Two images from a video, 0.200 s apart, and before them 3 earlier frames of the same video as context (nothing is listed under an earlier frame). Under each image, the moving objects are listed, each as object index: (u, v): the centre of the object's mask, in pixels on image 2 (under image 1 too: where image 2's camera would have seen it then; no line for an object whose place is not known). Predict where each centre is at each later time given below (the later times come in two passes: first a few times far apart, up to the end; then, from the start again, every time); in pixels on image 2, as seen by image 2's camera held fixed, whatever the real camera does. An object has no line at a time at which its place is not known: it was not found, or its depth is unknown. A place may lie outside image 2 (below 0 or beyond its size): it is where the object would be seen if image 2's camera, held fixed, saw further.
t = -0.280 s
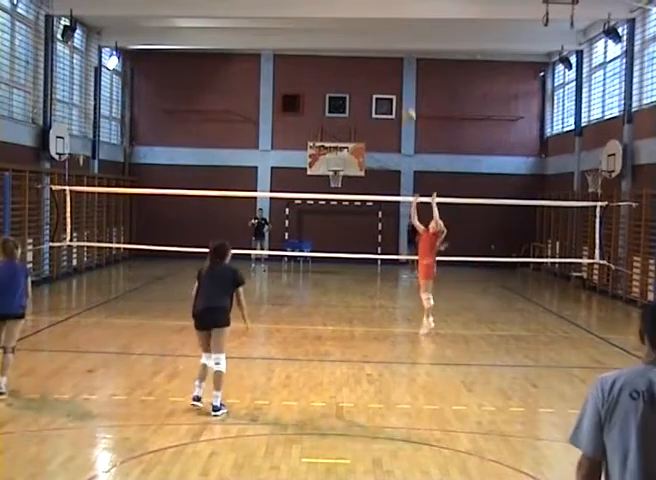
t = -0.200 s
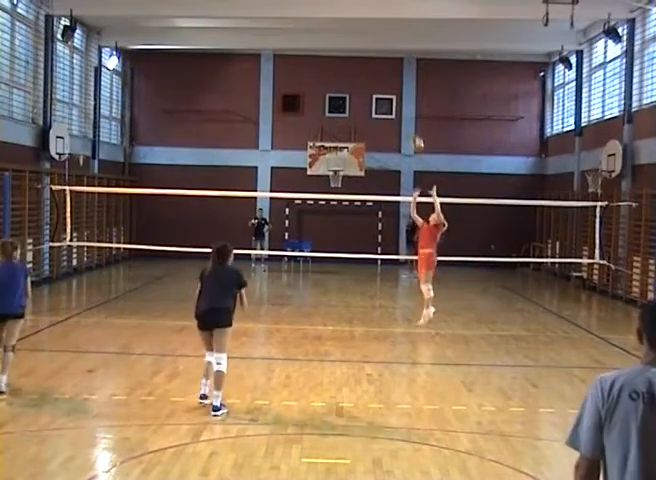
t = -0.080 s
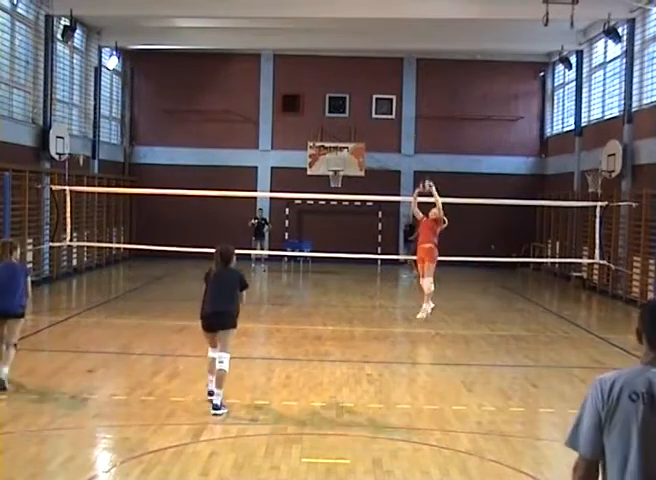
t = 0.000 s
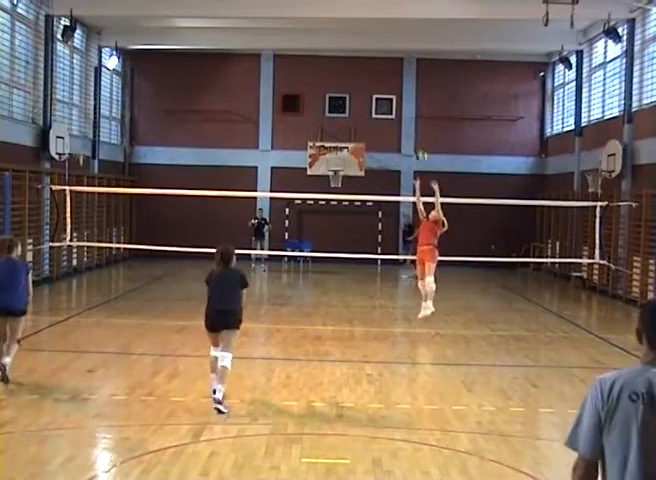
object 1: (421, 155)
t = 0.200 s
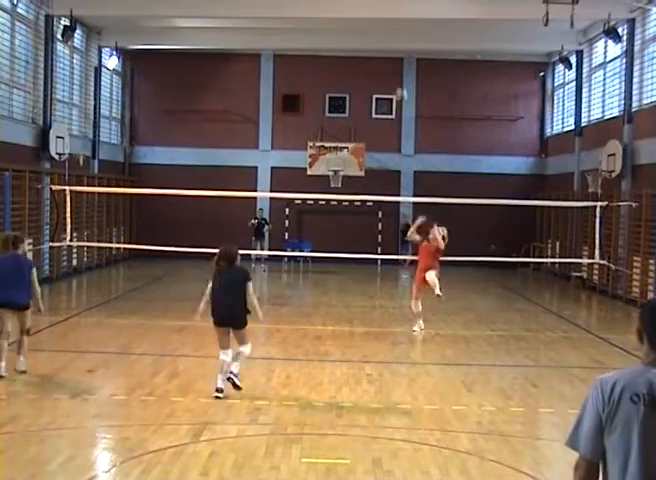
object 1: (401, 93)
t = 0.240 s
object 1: (396, 85)
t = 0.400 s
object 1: (378, 55)
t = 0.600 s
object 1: (353, 40)
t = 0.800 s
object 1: (328, 49)
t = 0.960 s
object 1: (307, 77)
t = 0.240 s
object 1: (396, 85)
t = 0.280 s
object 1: (390, 75)
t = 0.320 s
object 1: (387, 68)
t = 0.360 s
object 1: (382, 61)
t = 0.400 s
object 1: (378, 55)
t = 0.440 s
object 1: (374, 48)
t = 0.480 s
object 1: (368, 44)
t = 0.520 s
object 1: (363, 42)
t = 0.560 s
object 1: (358, 40)
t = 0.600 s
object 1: (353, 40)
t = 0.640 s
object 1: (348, 39)
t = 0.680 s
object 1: (343, 39)
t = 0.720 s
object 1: (338, 41)
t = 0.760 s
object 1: (333, 45)
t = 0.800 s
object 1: (328, 49)
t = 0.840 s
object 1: (322, 55)
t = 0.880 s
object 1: (318, 61)
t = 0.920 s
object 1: (313, 69)
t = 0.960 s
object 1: (307, 77)
